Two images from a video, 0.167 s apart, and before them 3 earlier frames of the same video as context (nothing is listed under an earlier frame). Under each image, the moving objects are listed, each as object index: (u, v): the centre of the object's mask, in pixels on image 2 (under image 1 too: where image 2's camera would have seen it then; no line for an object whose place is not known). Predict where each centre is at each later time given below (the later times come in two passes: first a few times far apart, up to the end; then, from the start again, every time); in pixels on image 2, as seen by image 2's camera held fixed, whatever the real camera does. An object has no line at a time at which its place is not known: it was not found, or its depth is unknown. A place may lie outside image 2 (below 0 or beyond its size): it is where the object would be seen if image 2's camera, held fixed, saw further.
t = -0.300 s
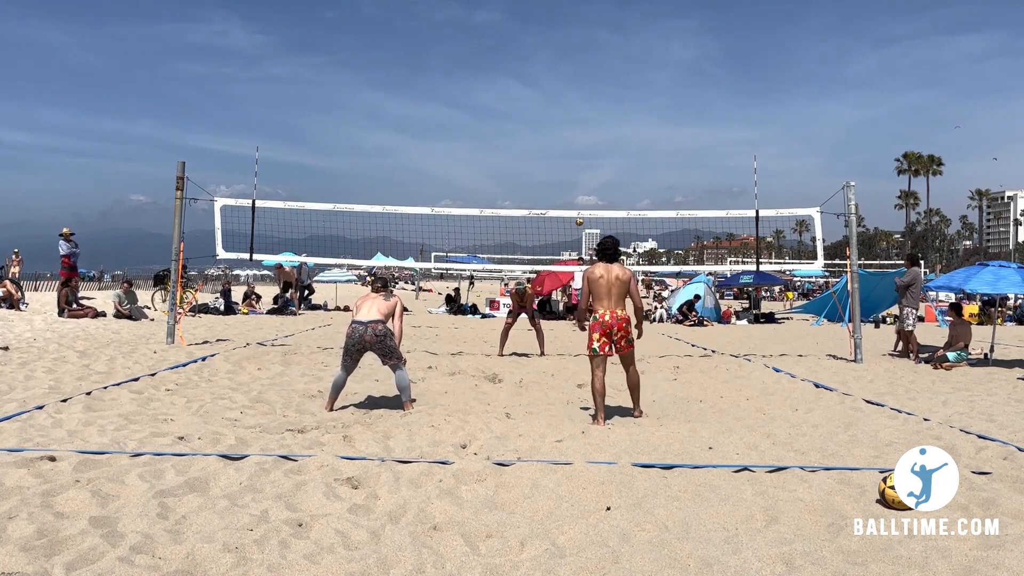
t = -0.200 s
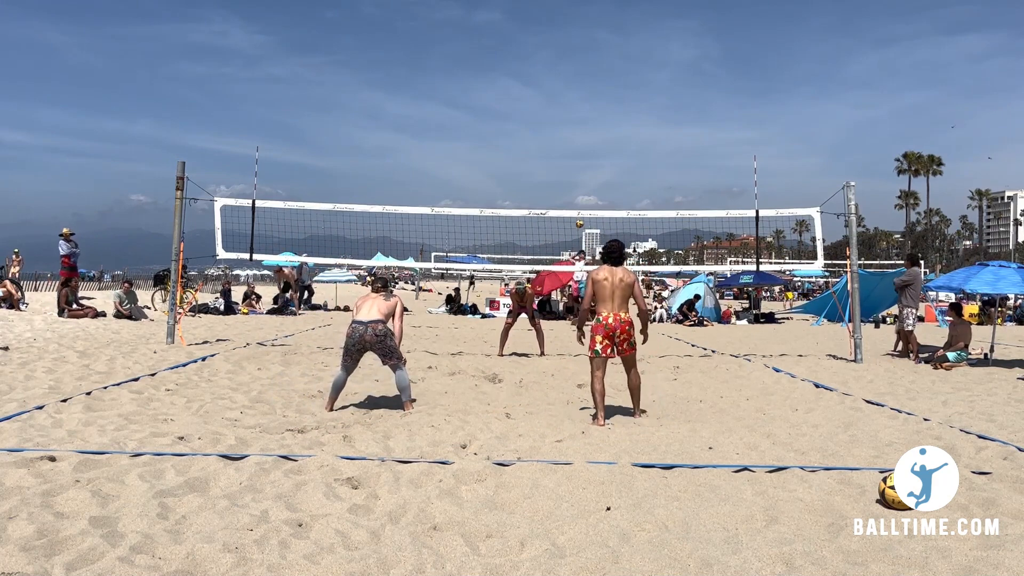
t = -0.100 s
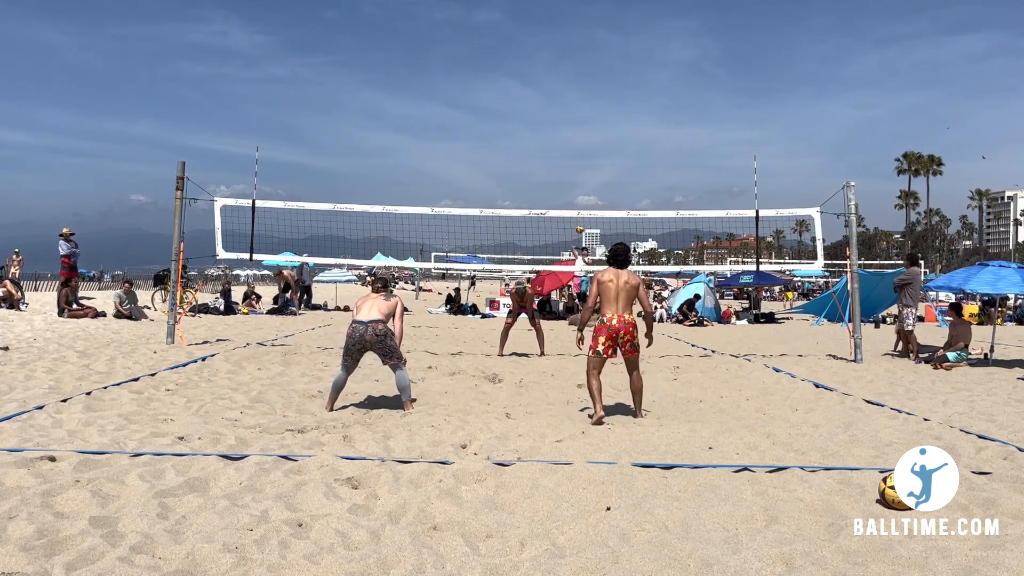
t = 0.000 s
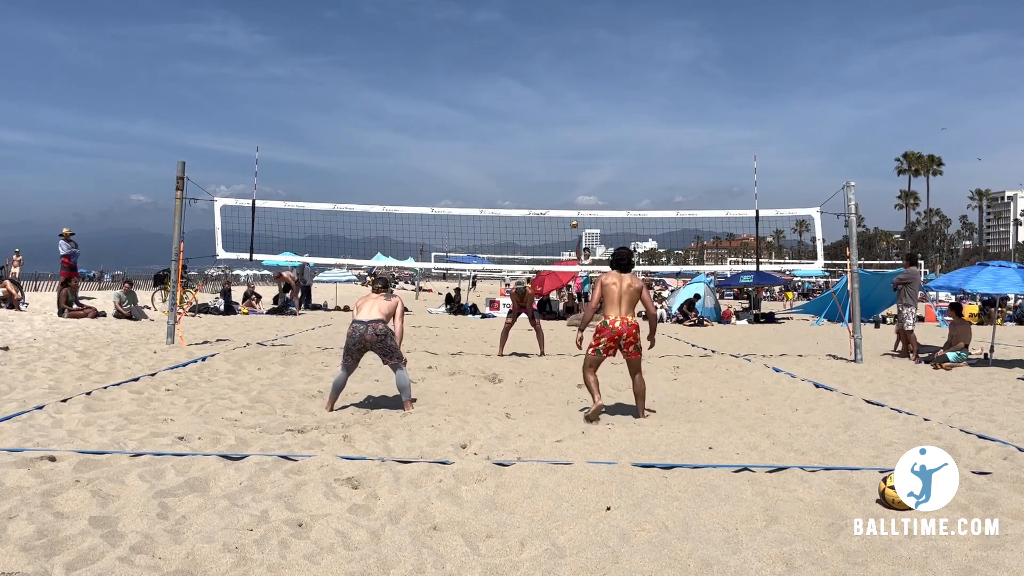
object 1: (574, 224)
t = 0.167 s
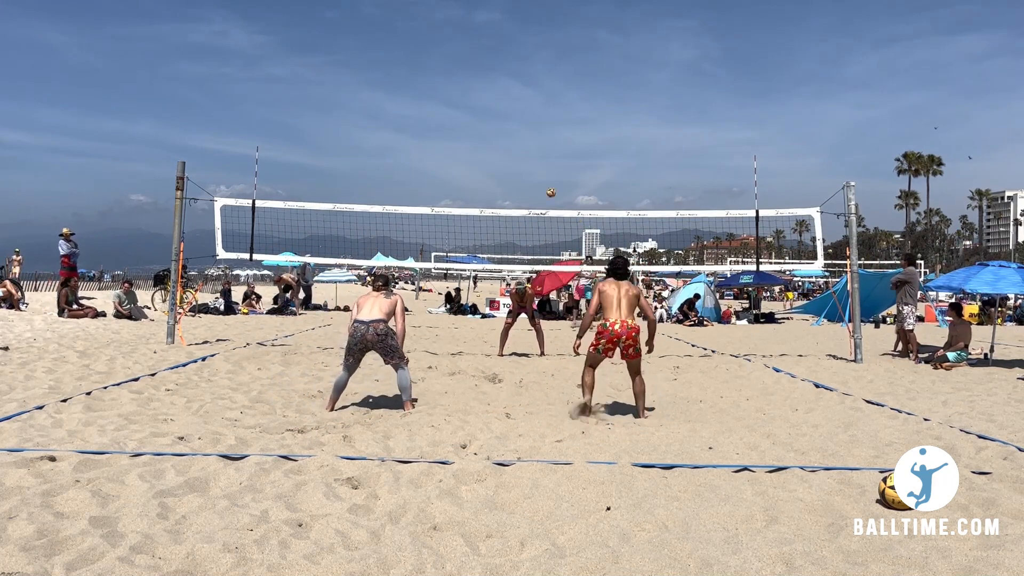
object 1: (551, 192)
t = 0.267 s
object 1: (534, 175)
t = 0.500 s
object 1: (488, 148)
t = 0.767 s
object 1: (415, 145)
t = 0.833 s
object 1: (391, 153)
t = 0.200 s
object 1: (546, 187)
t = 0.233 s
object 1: (540, 181)
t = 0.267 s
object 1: (534, 175)
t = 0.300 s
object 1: (528, 171)
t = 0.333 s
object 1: (522, 166)
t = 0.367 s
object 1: (516, 162)
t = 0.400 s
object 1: (509, 158)
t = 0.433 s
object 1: (503, 155)
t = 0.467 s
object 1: (495, 151)
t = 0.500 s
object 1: (488, 148)
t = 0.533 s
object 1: (481, 145)
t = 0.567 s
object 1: (473, 143)
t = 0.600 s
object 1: (464, 142)
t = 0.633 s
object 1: (455, 141)
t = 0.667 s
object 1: (446, 141)
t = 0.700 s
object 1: (436, 141)
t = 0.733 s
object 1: (426, 143)
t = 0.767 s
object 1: (415, 145)
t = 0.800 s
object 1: (403, 149)
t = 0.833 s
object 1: (391, 153)
